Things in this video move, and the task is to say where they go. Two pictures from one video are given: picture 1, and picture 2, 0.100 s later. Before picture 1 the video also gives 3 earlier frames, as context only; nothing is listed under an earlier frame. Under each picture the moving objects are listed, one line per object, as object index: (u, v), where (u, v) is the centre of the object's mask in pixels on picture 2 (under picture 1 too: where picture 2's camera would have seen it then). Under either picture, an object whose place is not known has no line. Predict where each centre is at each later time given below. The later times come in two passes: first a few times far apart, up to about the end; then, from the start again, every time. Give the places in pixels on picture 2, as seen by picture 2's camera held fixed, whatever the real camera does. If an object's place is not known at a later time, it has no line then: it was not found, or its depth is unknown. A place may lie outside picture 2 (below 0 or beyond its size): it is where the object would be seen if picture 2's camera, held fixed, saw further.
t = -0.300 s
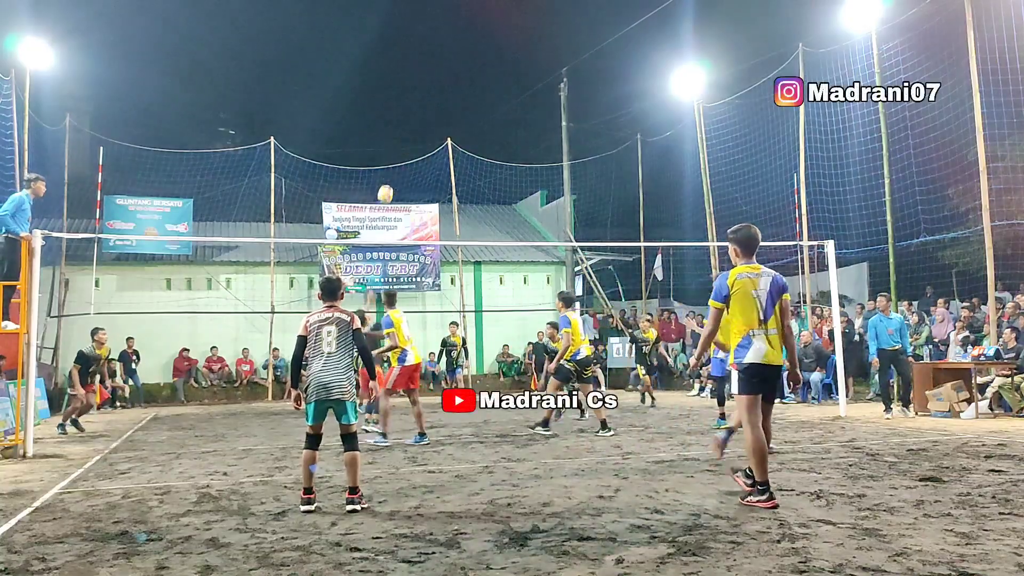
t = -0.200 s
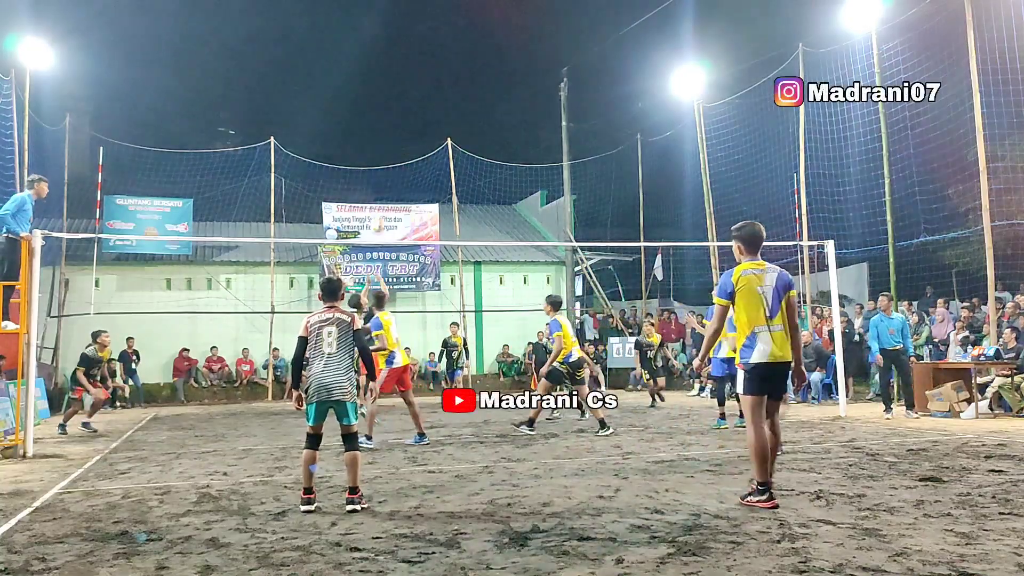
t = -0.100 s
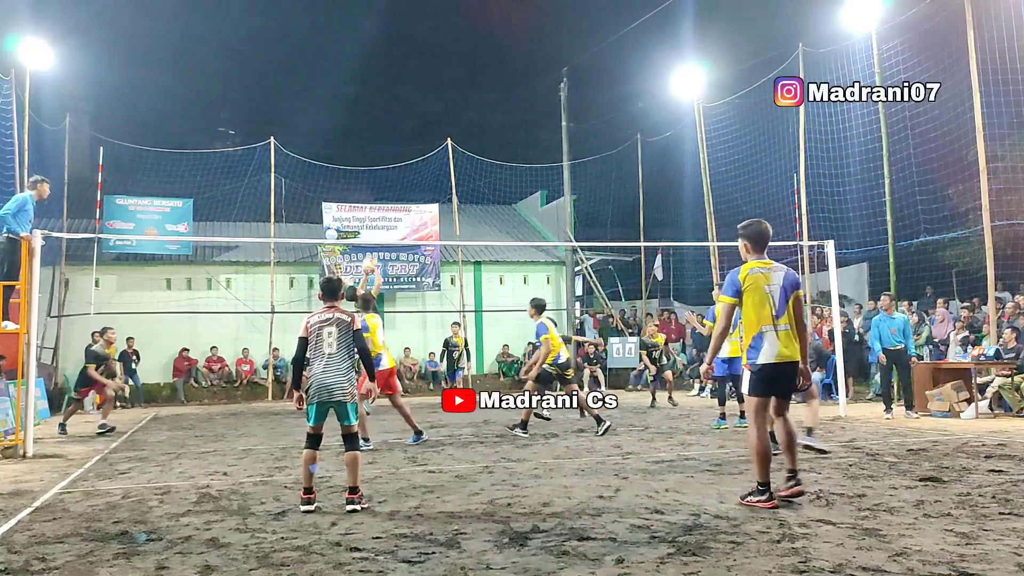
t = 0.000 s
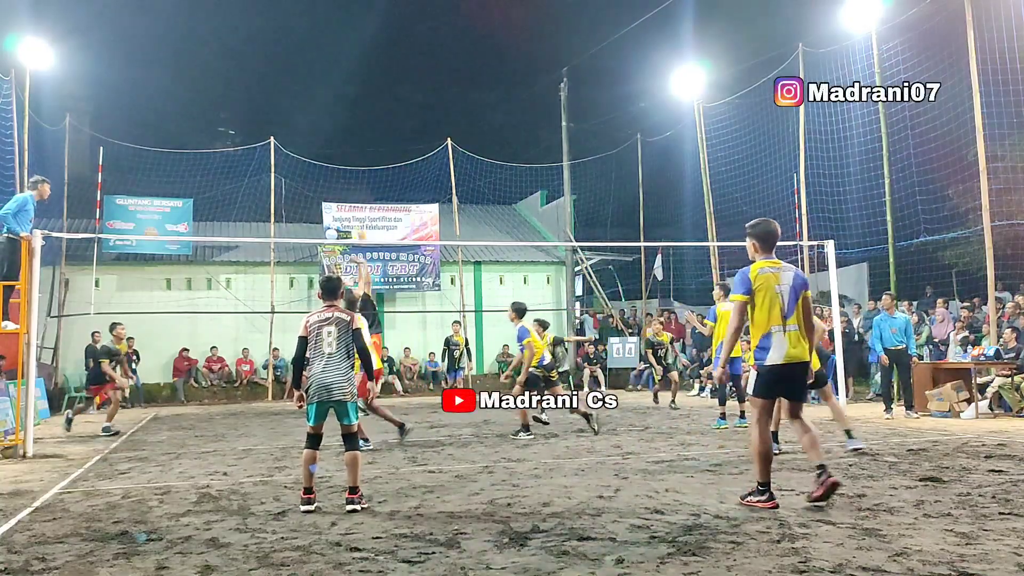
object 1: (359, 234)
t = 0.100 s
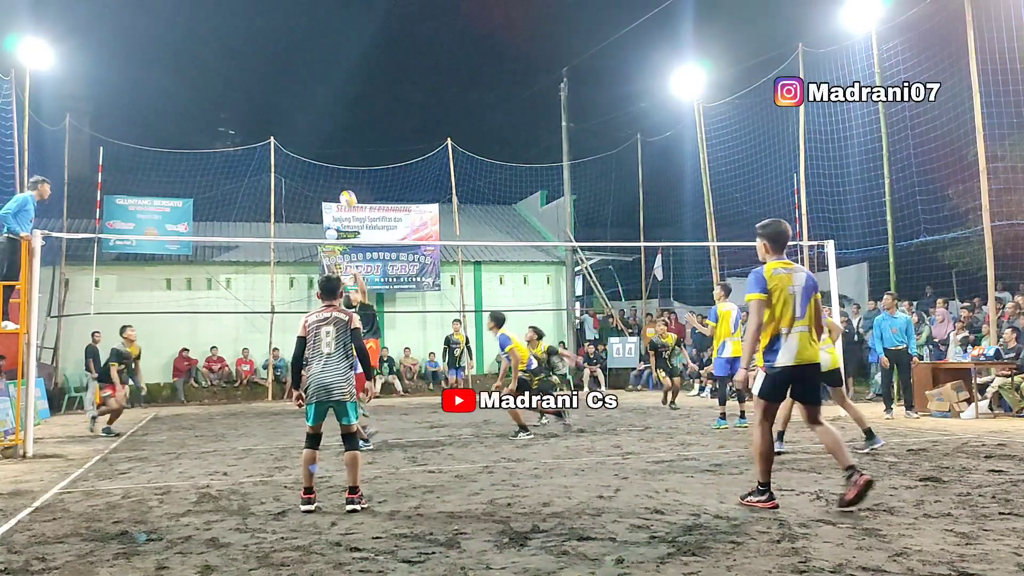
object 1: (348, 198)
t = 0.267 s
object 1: (330, 157)
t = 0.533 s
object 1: (302, 126)
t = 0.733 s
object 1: (280, 136)
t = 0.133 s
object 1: (344, 190)
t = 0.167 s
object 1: (341, 181)
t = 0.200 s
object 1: (337, 172)
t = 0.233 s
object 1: (333, 163)
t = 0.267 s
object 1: (330, 157)
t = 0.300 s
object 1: (326, 150)
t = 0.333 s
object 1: (323, 144)
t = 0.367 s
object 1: (319, 139)
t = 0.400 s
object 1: (316, 135)
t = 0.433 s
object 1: (312, 131)
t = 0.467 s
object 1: (309, 129)
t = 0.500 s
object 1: (305, 127)
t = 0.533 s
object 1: (302, 126)
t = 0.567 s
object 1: (298, 126)
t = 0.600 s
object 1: (295, 126)
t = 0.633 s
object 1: (291, 128)
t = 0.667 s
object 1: (288, 129)
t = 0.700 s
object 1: (284, 132)
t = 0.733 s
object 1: (280, 136)
